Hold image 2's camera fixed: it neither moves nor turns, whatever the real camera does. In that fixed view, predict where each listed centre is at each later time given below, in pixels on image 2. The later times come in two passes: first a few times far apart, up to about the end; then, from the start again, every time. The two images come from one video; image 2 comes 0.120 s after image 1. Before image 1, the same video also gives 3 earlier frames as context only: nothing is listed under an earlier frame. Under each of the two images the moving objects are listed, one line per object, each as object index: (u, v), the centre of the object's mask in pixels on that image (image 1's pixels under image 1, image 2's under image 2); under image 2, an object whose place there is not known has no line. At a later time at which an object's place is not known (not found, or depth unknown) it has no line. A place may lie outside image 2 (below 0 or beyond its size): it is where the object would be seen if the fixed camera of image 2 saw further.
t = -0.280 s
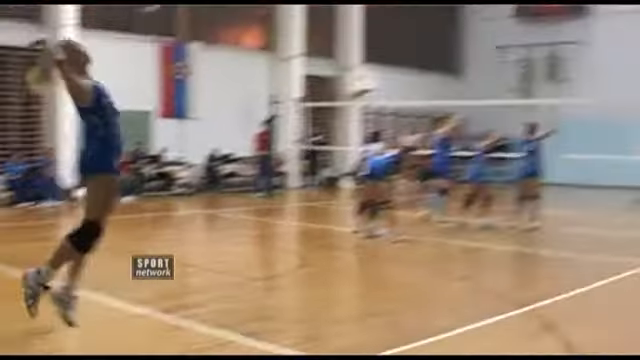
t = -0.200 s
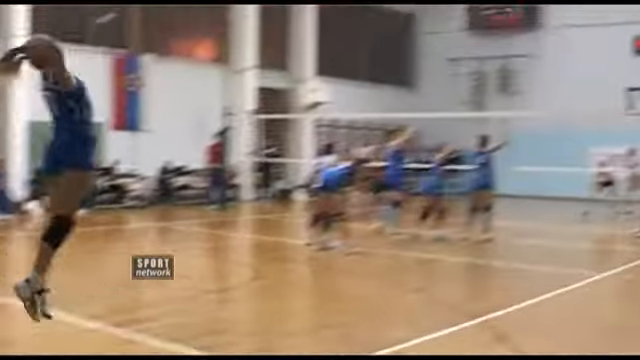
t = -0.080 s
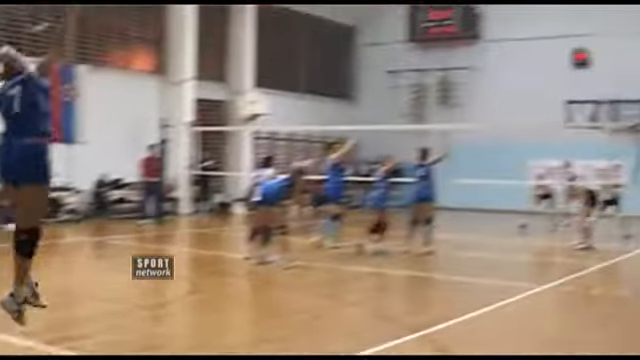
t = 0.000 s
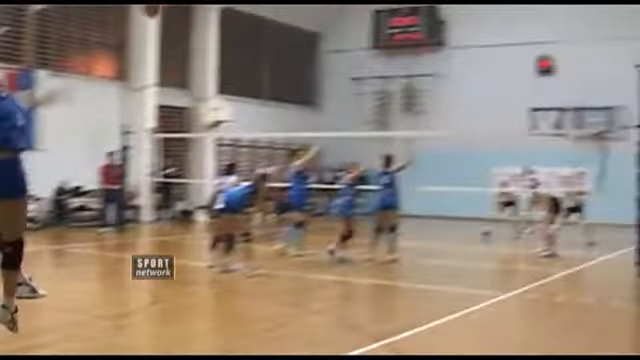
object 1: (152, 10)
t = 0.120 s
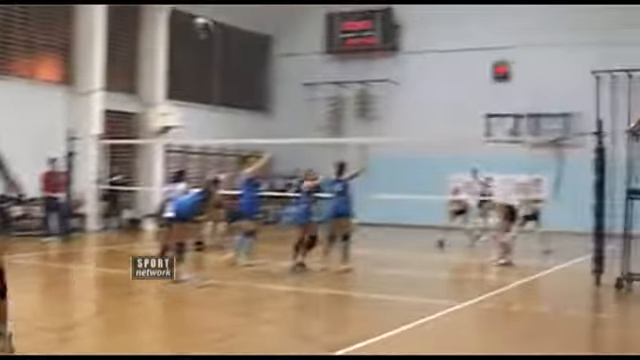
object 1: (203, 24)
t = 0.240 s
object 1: (269, 43)
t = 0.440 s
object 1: (336, 76)
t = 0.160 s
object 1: (229, 31)
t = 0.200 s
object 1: (251, 37)
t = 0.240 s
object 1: (269, 43)
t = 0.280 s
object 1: (287, 50)
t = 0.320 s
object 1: (301, 57)
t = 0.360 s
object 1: (313, 63)
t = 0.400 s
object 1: (324, 70)
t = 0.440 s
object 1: (336, 76)
